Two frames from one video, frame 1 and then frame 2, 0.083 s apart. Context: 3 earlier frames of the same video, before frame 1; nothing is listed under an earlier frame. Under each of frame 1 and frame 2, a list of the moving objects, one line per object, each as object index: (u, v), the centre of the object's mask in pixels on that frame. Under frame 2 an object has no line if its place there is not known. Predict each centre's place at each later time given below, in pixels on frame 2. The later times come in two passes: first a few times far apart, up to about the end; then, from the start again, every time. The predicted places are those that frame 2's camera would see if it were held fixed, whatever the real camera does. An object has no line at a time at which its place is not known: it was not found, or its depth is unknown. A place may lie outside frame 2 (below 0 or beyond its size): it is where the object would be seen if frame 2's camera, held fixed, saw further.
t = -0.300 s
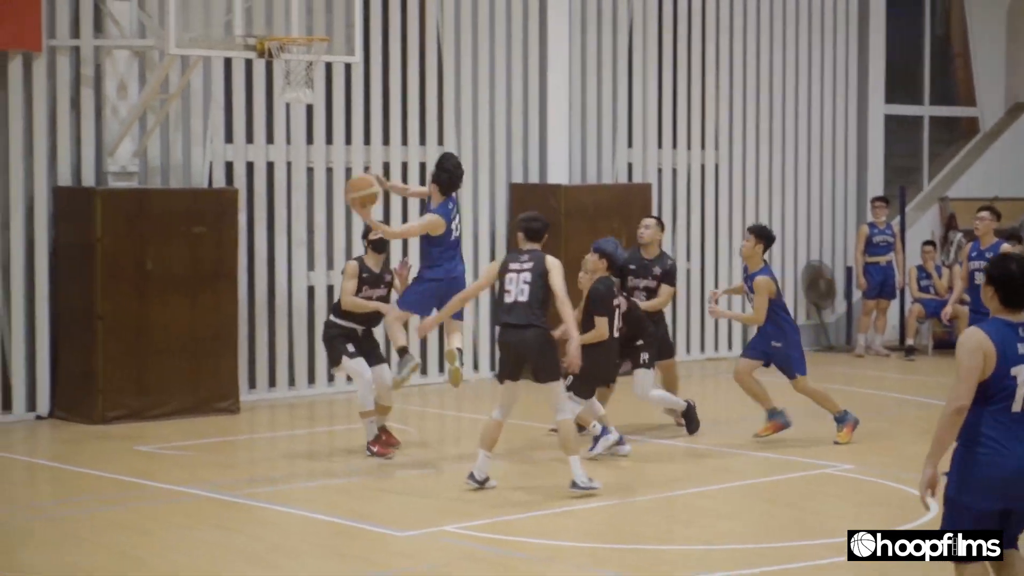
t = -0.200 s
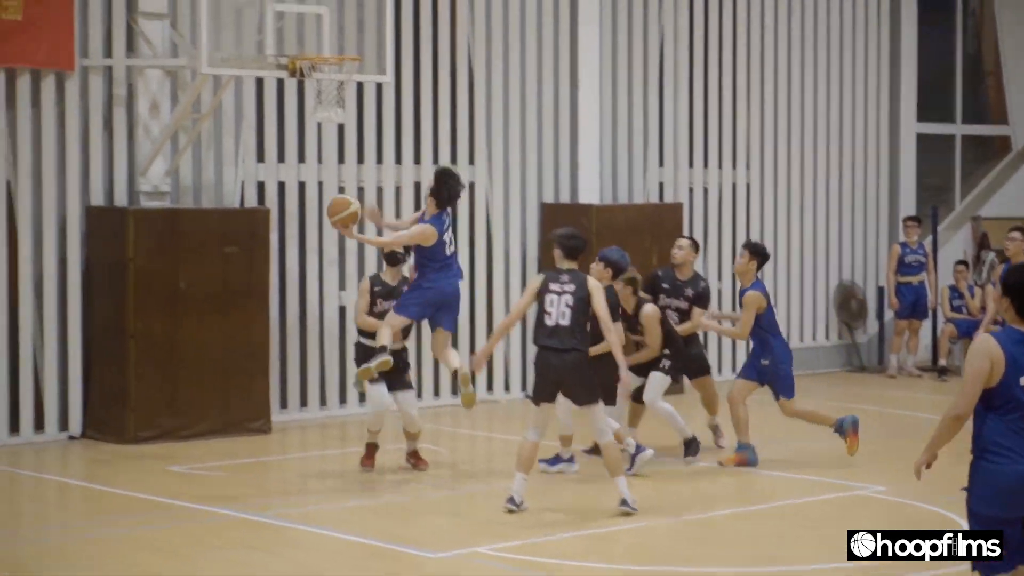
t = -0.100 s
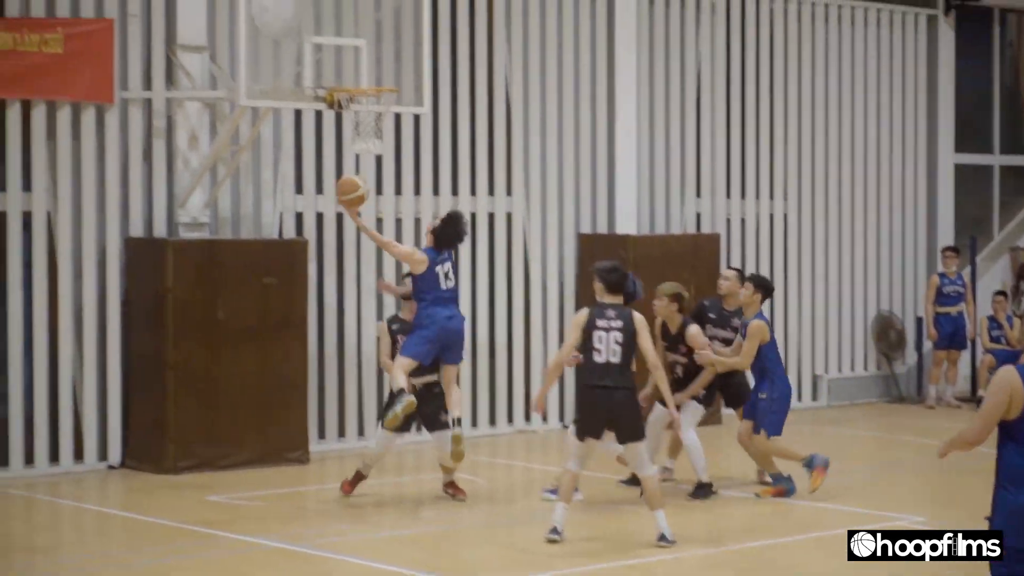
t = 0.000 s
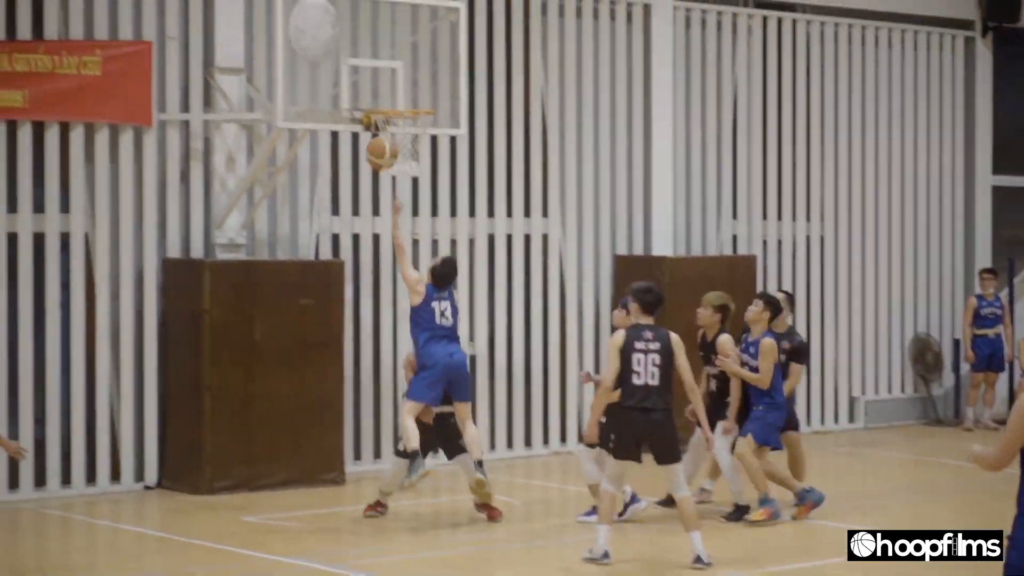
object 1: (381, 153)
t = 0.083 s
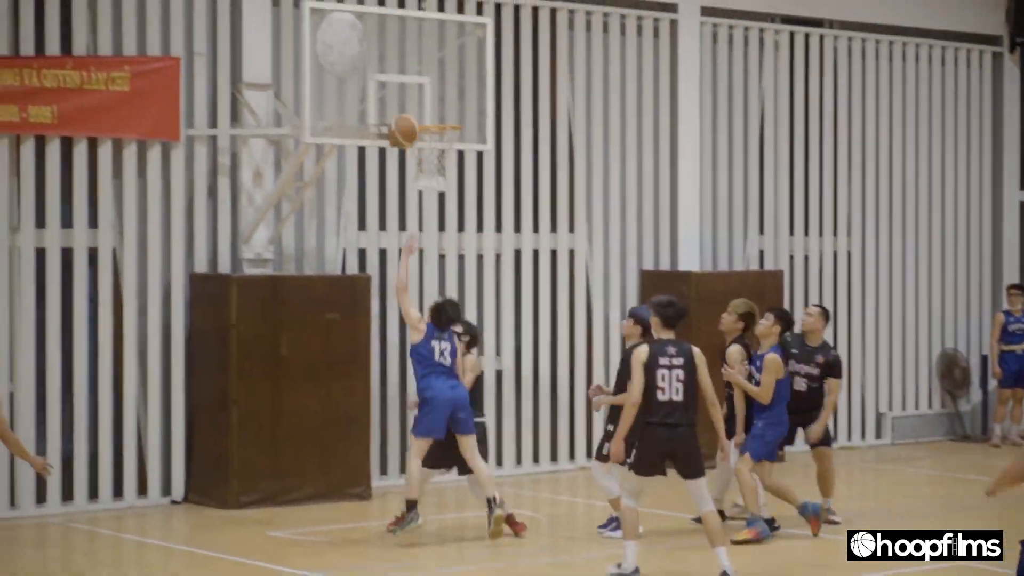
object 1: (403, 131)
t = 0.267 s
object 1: (395, 84)
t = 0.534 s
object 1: (419, 98)
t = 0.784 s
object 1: (445, 116)
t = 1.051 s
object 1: (423, 161)
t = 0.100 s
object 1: (403, 124)
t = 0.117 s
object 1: (402, 119)
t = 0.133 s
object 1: (402, 114)
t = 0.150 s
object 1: (401, 109)
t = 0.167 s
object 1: (401, 104)
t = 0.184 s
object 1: (399, 100)
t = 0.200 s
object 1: (399, 97)
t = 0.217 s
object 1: (398, 93)
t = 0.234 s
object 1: (397, 90)
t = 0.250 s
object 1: (396, 87)
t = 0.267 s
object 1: (395, 84)
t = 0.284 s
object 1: (394, 83)
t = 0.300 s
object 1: (394, 82)
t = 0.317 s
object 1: (393, 81)
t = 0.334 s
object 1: (392, 79)
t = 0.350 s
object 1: (392, 79)
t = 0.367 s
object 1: (391, 79)
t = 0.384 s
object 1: (390, 79)
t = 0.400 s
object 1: (392, 80)
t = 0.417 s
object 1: (396, 81)
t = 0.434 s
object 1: (399, 81)
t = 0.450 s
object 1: (403, 84)
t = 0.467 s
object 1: (405, 86)
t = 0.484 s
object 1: (409, 88)
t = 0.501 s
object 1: (412, 91)
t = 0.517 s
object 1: (416, 94)
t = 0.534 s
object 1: (419, 98)
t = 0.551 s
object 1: (423, 102)
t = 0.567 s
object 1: (427, 106)
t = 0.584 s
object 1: (431, 110)
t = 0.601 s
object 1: (434, 114)
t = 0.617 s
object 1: (435, 114)
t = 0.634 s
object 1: (436, 113)
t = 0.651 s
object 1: (437, 112)
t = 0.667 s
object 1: (437, 111)
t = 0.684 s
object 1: (439, 111)
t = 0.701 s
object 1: (440, 111)
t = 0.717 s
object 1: (441, 112)
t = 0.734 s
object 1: (442, 112)
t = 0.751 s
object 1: (443, 114)
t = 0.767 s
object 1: (444, 116)
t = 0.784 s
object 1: (445, 116)
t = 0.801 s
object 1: (444, 122)
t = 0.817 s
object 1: (446, 126)
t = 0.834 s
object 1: (445, 128)
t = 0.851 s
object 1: (443, 130)
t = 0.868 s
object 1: (442, 132)
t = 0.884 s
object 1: (440, 134)
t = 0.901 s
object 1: (439, 137)
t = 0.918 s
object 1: (437, 142)
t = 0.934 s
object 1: (434, 144)
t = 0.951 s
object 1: (432, 145)
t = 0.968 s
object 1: (431, 148)
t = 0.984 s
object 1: (429, 154)
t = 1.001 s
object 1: (427, 158)
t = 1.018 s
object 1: (425, 161)
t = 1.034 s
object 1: (424, 161)
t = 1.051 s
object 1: (423, 161)
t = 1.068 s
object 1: (422, 167)
